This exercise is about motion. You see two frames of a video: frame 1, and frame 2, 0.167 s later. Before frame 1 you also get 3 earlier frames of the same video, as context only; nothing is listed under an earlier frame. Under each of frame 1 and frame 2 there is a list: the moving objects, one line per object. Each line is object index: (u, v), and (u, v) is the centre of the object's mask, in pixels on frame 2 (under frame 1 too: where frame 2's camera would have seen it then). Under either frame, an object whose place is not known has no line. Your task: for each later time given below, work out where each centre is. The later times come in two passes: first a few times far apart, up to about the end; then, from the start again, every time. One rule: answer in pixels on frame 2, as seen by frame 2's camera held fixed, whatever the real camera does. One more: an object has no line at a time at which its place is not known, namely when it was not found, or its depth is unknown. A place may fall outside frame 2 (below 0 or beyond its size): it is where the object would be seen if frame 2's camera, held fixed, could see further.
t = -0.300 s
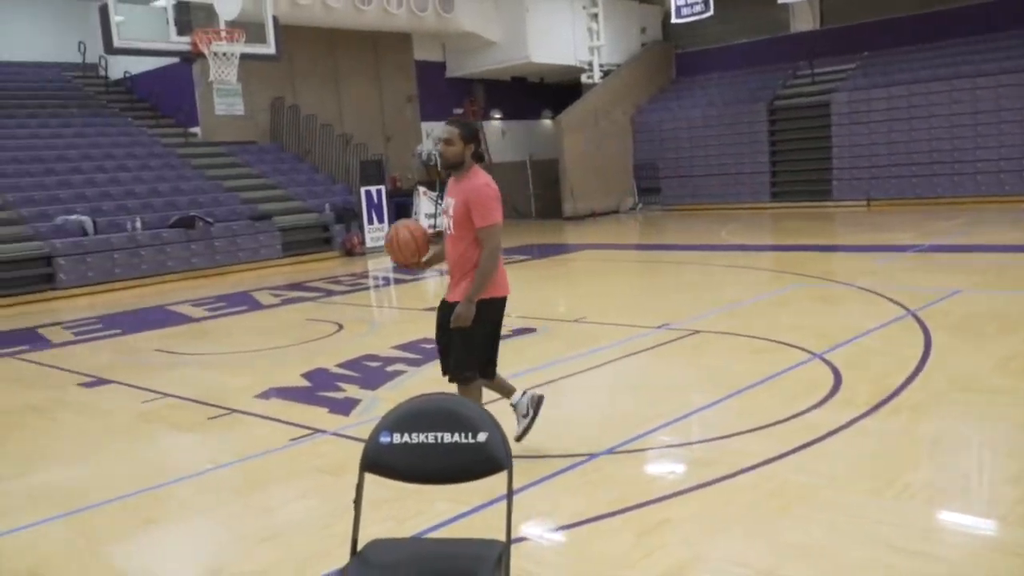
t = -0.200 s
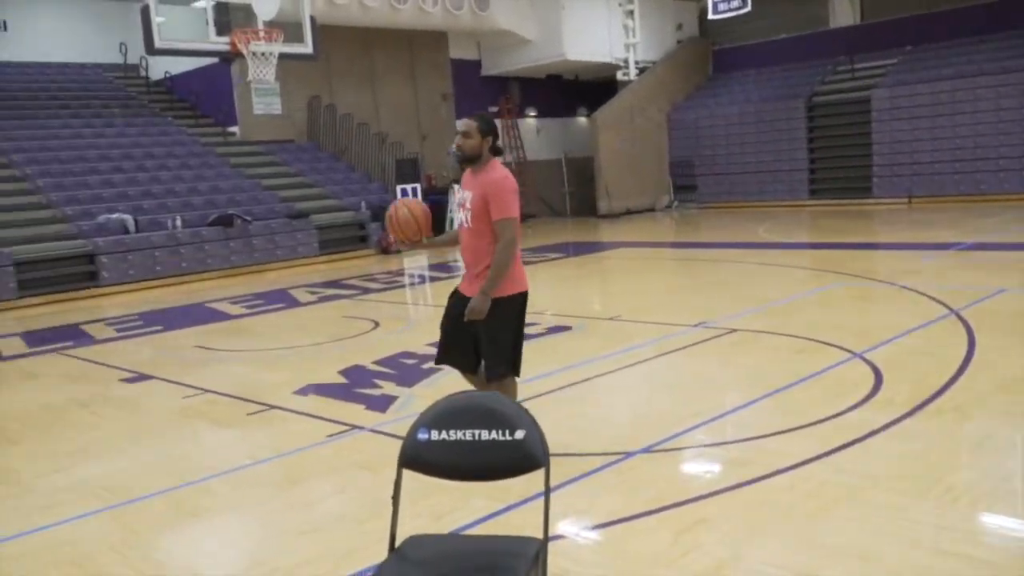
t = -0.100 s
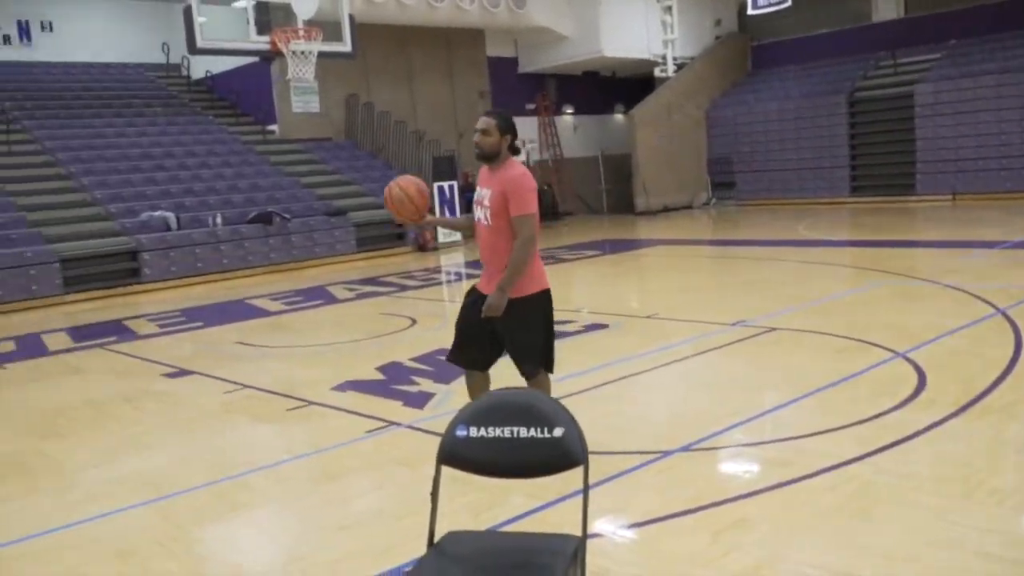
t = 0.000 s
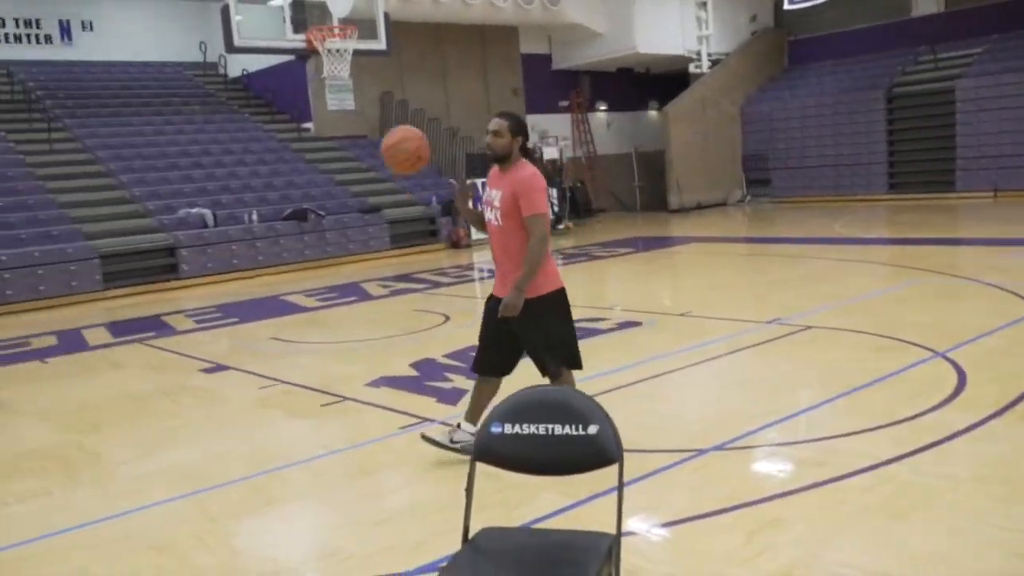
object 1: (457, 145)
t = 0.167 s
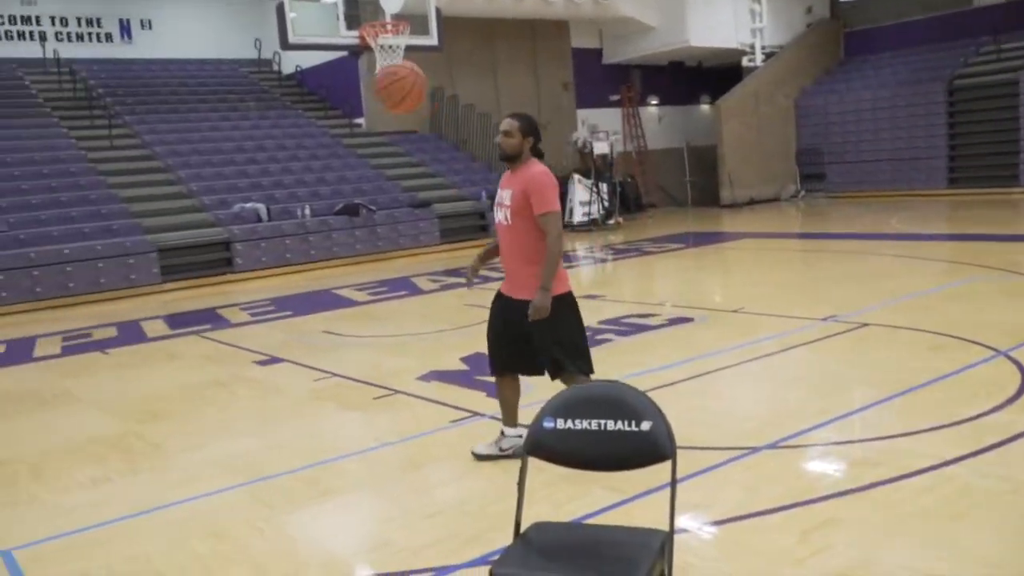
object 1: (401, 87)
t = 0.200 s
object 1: (389, 81)
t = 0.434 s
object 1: (306, 115)
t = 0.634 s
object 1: (232, 271)
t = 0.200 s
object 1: (389, 81)
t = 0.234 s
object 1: (376, 78)
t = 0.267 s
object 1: (365, 77)
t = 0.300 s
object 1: (353, 80)
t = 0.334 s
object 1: (341, 84)
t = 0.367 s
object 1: (330, 92)
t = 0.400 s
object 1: (318, 102)
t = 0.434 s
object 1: (306, 115)
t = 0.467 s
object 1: (294, 132)
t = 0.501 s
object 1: (282, 153)
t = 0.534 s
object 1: (272, 177)
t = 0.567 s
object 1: (257, 204)
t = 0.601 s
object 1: (244, 235)
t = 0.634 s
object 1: (232, 271)
